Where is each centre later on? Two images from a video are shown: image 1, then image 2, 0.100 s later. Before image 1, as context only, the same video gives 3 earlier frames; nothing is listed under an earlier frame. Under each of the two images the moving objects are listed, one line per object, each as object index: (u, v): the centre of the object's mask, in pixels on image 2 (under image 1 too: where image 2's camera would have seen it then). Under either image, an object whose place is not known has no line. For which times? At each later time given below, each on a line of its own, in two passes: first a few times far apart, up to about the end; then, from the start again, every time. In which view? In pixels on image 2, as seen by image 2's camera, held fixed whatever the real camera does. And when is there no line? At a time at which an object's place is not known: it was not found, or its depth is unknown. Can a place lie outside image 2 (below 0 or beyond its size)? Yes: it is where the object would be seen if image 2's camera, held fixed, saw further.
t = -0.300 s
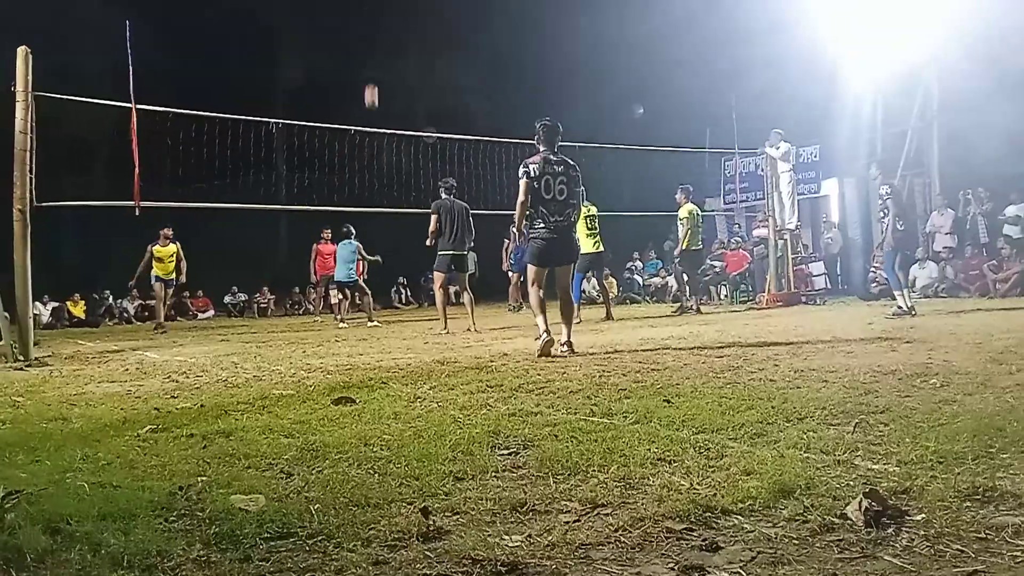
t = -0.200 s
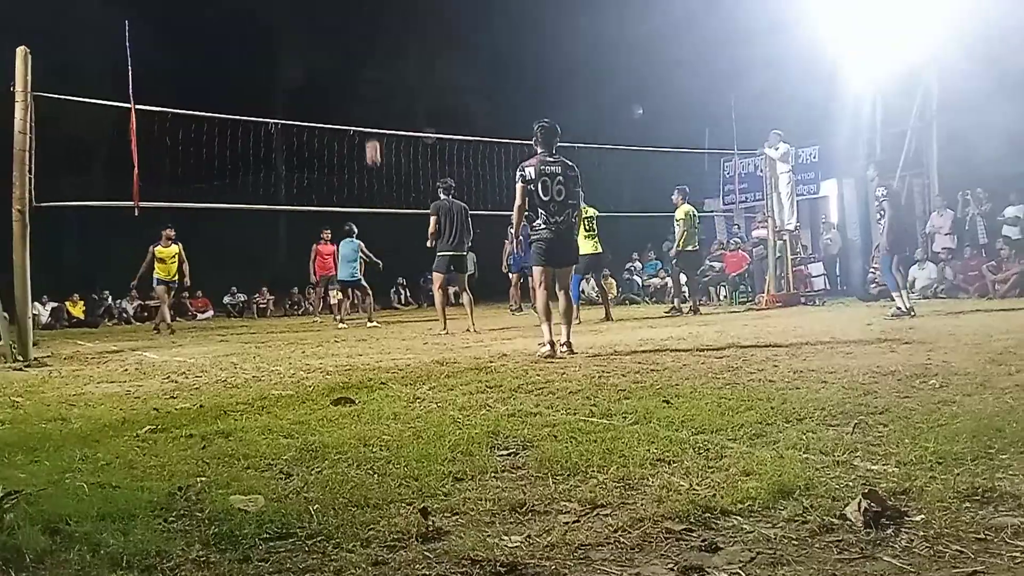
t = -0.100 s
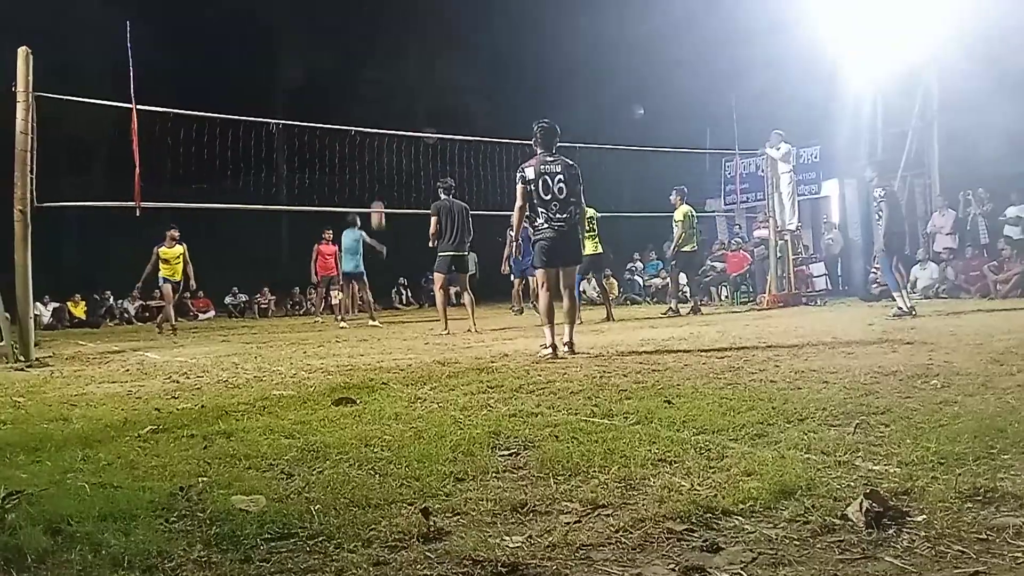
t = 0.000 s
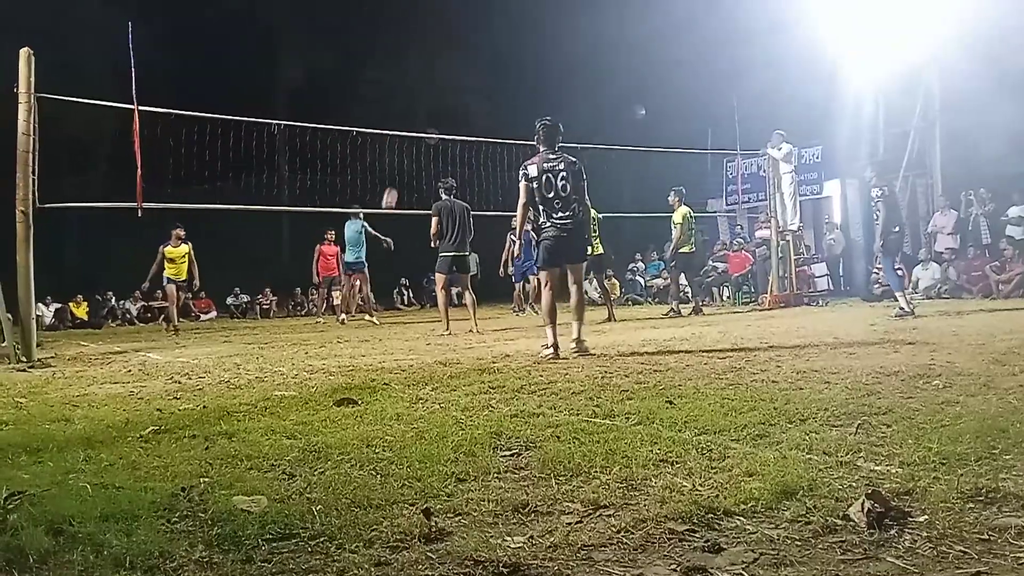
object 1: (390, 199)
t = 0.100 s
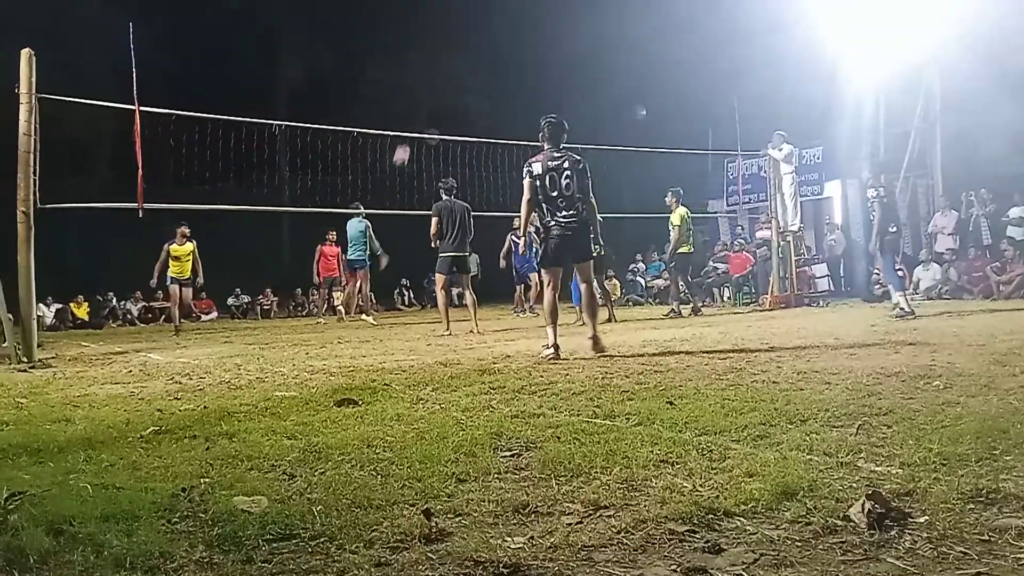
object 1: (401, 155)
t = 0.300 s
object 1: (426, 88)
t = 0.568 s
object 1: (459, 41)
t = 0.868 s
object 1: (497, 43)
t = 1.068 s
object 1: (521, 73)
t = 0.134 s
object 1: (405, 144)
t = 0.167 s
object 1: (410, 126)
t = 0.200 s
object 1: (414, 117)
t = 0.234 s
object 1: (418, 107)
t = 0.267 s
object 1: (422, 97)
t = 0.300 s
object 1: (426, 88)
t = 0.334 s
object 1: (430, 80)
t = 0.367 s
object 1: (434, 72)
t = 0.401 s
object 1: (438, 65)
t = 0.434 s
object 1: (442, 58)
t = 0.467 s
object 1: (446, 53)
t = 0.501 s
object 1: (451, 48)
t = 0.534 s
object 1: (455, 44)
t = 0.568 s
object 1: (459, 41)
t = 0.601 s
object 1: (463, 38)
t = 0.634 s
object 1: (468, 37)
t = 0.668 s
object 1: (471, 36)
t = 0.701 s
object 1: (476, 35)
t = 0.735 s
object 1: (480, 35)
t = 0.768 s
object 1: (484, 36)
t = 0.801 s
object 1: (488, 37)
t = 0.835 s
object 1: (493, 40)
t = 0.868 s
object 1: (497, 43)
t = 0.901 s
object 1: (501, 47)
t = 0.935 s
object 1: (505, 51)
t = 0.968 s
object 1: (509, 55)
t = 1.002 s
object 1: (513, 61)
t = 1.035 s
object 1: (517, 66)
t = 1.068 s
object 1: (521, 73)
